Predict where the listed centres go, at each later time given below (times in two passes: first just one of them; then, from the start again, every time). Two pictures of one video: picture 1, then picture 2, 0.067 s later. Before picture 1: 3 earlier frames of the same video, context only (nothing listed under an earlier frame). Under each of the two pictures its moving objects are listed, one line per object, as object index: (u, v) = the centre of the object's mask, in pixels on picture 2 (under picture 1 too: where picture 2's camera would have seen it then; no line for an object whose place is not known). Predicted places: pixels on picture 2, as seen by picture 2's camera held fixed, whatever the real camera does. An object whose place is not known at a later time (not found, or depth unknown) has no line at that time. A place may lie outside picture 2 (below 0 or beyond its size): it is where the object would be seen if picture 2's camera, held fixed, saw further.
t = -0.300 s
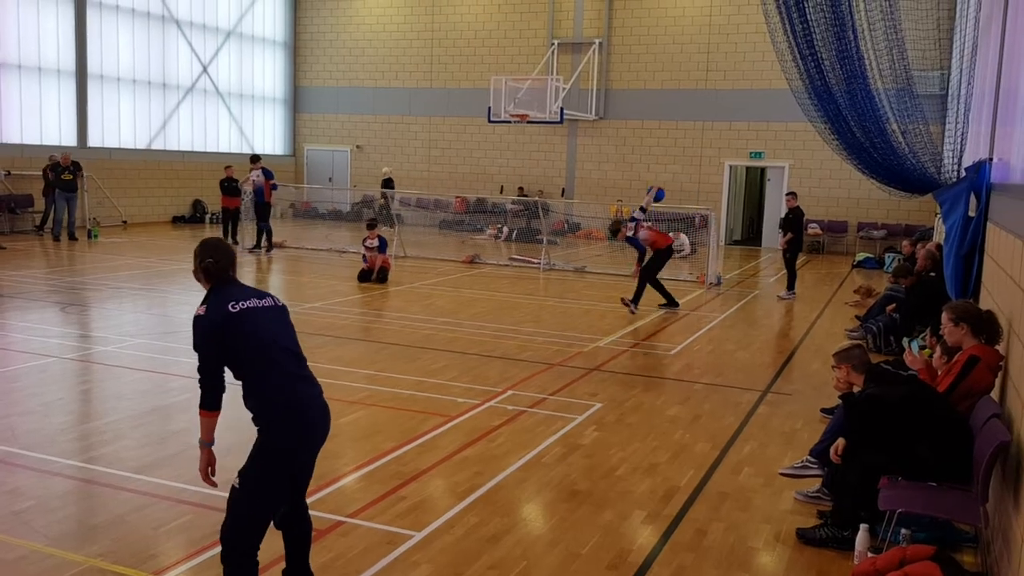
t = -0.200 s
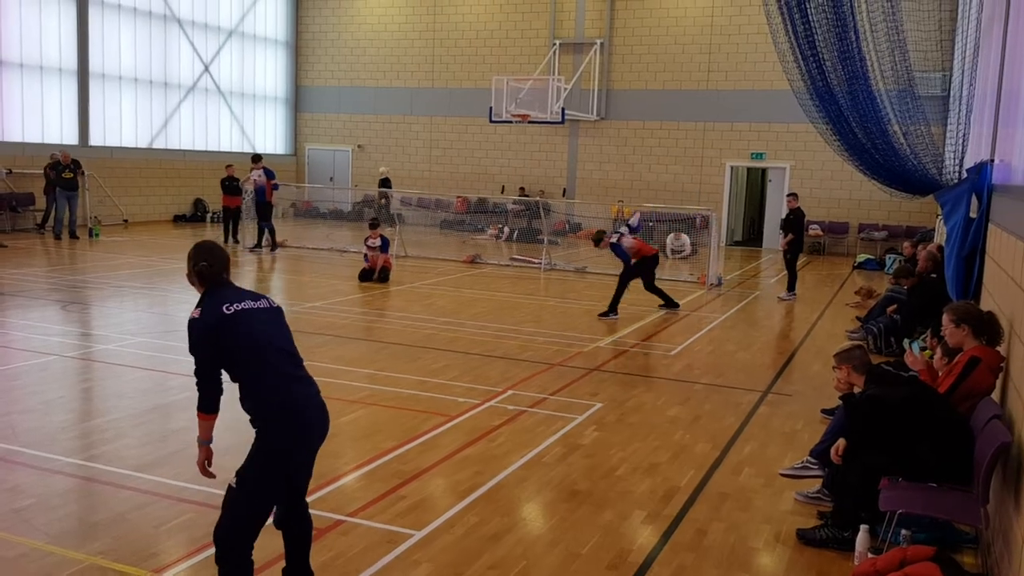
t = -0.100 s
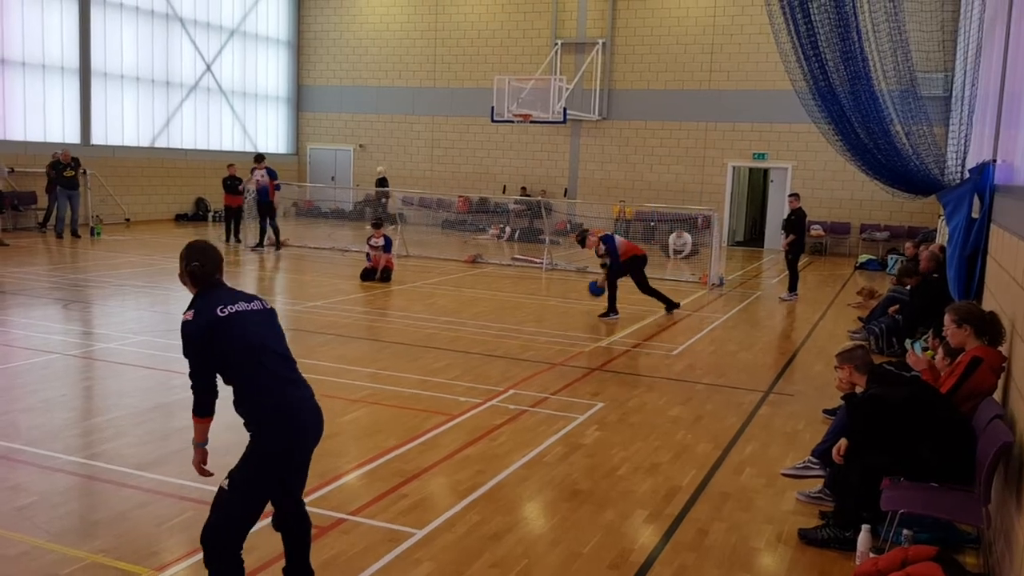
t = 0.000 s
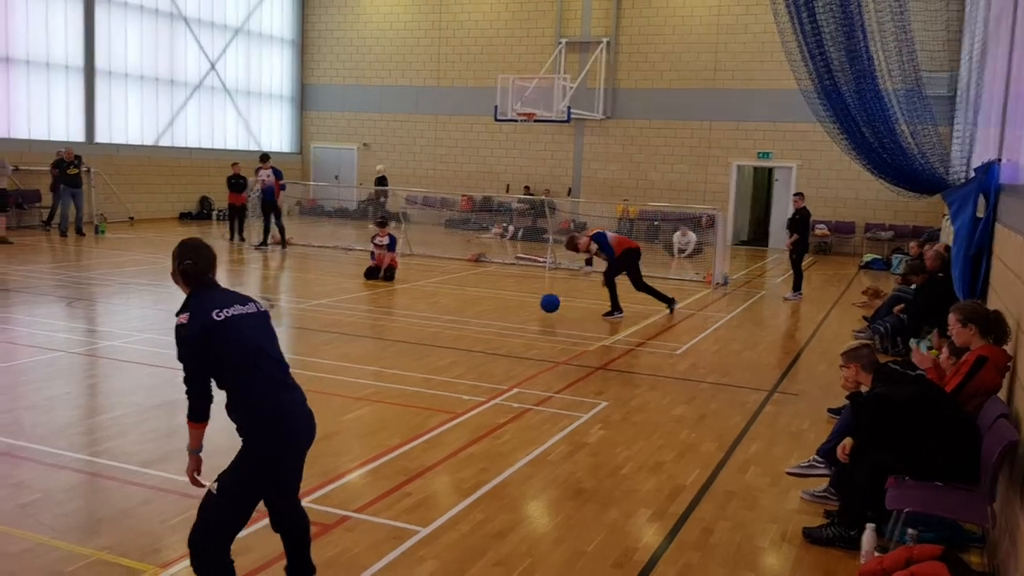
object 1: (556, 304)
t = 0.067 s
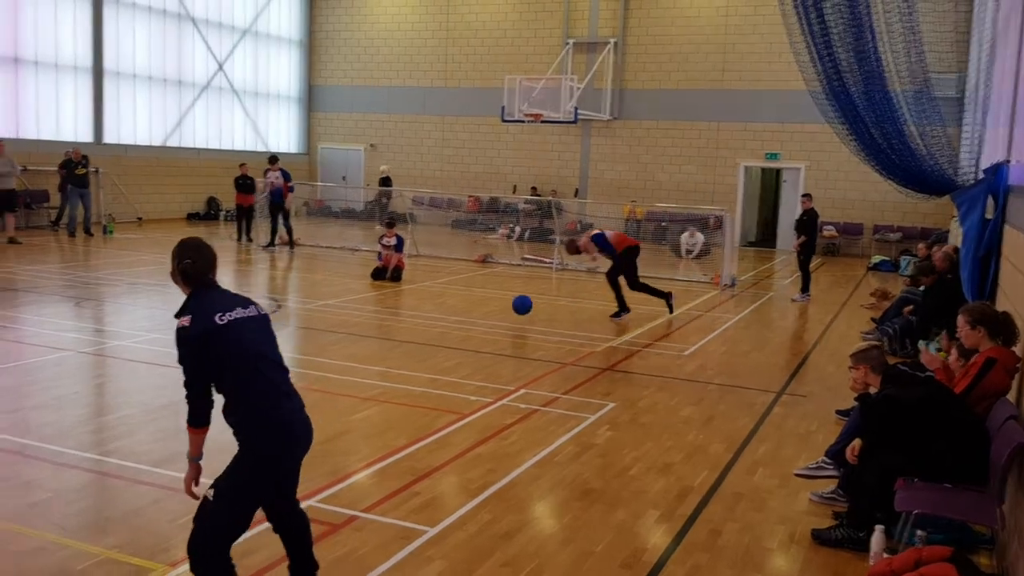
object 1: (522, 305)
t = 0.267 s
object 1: (394, 336)
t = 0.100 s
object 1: (503, 307)
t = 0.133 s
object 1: (484, 310)
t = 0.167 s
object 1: (463, 314)
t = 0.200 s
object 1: (441, 320)
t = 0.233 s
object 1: (418, 327)
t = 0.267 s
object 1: (394, 336)
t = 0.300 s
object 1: (371, 335)
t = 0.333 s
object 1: (347, 334)
